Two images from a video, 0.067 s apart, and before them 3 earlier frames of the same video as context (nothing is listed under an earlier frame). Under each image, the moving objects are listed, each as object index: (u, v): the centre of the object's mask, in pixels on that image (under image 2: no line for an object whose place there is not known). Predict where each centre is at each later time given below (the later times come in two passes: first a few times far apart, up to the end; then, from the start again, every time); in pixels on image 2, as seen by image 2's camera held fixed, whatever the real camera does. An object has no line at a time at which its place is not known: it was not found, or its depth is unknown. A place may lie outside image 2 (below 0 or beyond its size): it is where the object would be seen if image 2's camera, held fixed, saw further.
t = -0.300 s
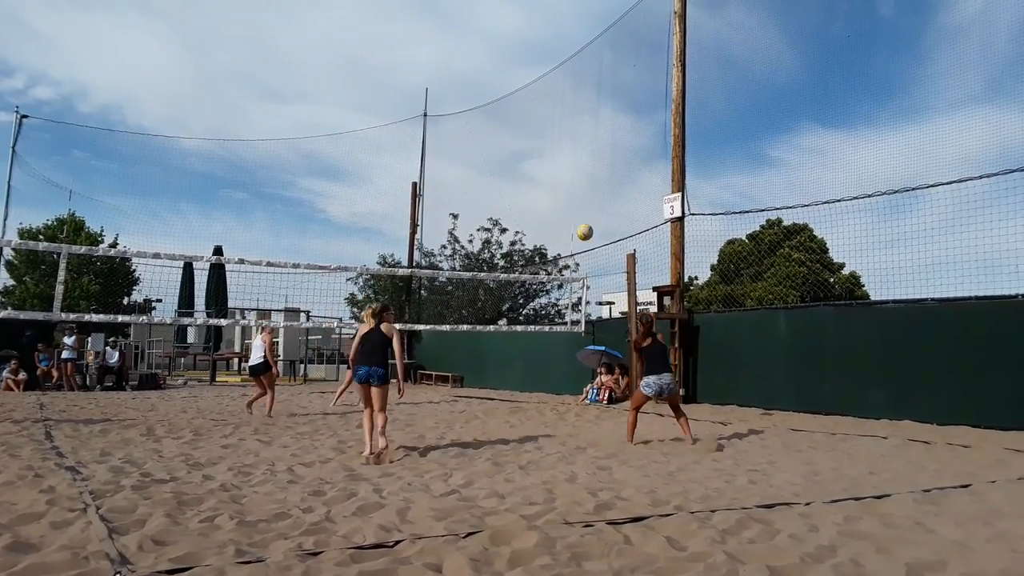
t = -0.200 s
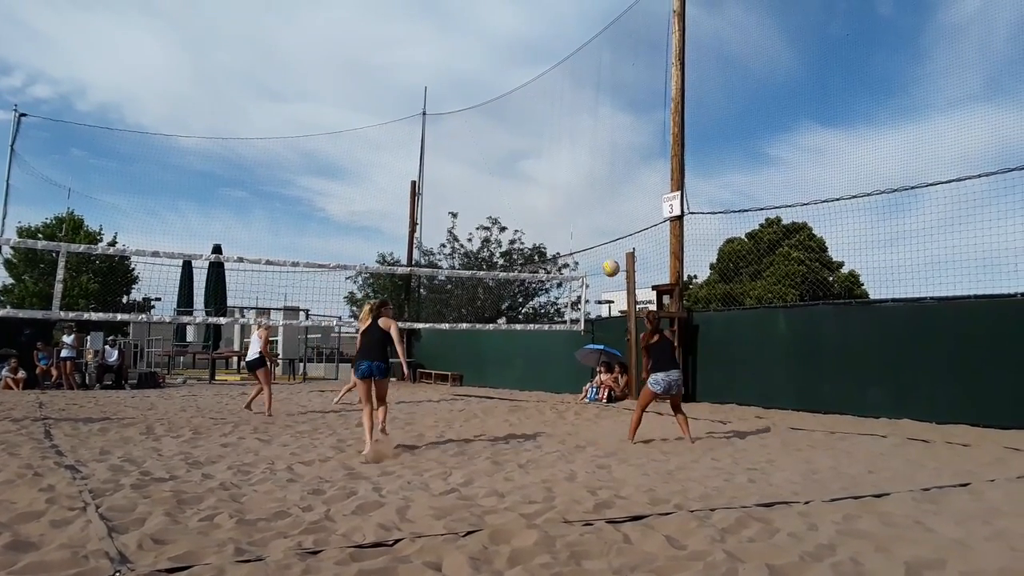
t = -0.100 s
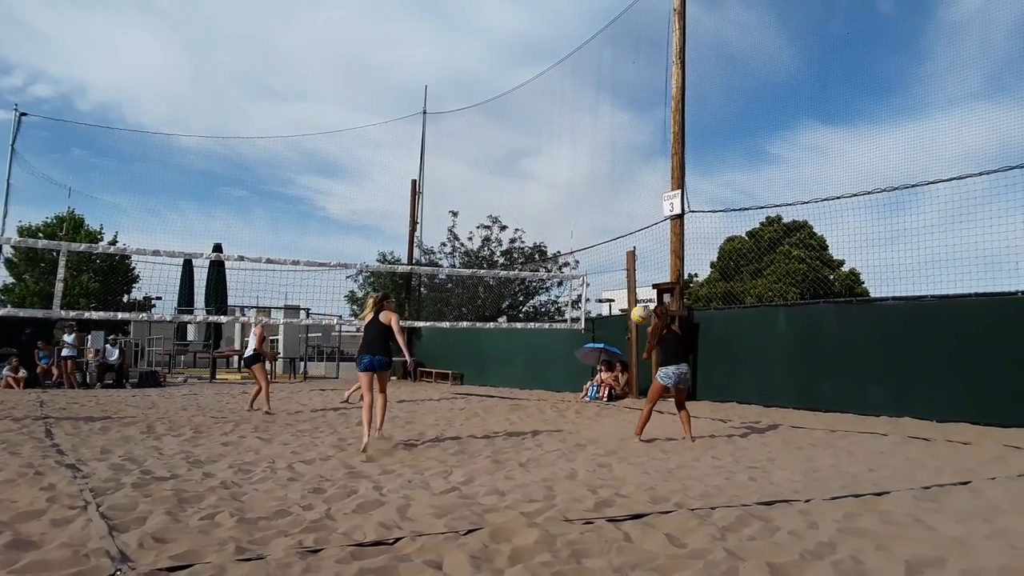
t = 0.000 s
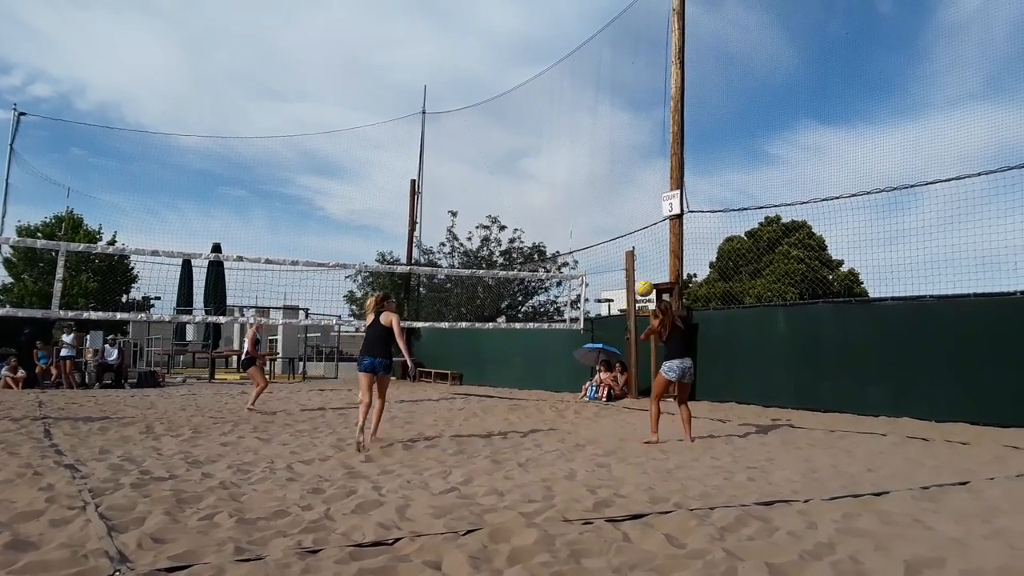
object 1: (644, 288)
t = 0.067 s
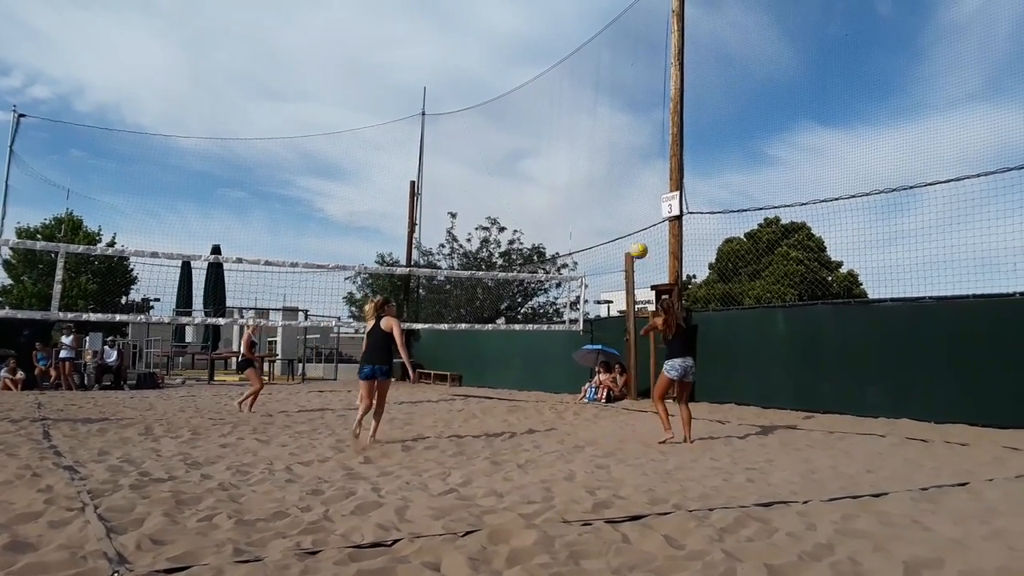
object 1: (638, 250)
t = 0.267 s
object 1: (624, 160)
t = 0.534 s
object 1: (609, 95)
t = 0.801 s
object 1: (594, 84)
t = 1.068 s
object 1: (580, 122)
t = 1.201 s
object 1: (573, 159)
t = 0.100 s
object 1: (636, 233)
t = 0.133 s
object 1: (634, 216)
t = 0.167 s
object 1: (631, 200)
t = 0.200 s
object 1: (628, 186)
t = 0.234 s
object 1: (626, 172)
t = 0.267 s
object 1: (624, 160)
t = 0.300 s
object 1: (623, 149)
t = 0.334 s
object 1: (620, 138)
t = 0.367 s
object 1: (618, 129)
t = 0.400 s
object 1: (617, 120)
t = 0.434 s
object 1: (615, 112)
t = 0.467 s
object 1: (613, 106)
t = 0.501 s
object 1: (611, 101)
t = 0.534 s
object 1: (609, 95)
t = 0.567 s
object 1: (606, 90)
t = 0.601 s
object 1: (605, 87)
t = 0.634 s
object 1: (603, 85)
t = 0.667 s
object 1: (601, 83)
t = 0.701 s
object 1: (600, 82)
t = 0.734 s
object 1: (598, 81)
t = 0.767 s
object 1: (596, 82)
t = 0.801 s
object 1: (594, 84)
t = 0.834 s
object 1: (592, 86)
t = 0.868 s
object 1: (590, 89)
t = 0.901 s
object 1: (589, 93)
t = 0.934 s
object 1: (587, 97)
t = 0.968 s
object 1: (586, 101)
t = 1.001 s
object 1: (584, 108)
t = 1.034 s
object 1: (582, 115)
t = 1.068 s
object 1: (580, 122)
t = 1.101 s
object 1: (579, 131)
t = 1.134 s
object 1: (577, 139)
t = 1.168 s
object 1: (575, 148)
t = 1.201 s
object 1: (573, 159)
